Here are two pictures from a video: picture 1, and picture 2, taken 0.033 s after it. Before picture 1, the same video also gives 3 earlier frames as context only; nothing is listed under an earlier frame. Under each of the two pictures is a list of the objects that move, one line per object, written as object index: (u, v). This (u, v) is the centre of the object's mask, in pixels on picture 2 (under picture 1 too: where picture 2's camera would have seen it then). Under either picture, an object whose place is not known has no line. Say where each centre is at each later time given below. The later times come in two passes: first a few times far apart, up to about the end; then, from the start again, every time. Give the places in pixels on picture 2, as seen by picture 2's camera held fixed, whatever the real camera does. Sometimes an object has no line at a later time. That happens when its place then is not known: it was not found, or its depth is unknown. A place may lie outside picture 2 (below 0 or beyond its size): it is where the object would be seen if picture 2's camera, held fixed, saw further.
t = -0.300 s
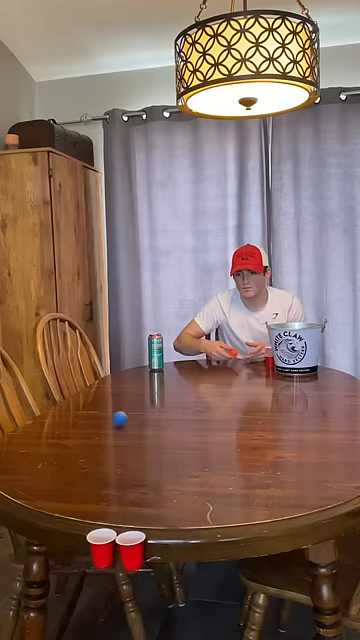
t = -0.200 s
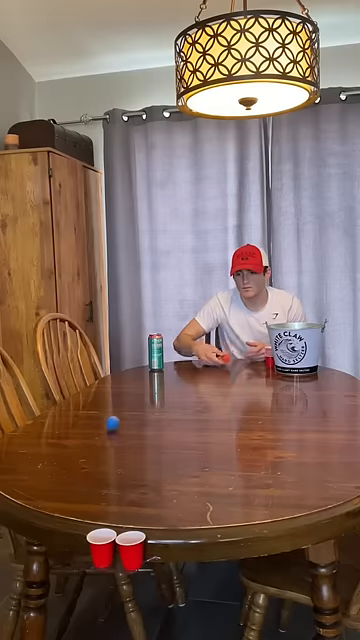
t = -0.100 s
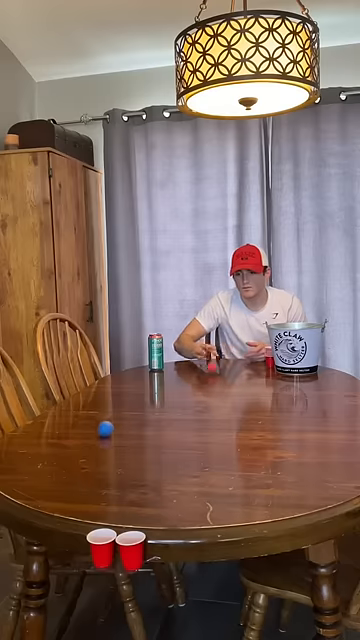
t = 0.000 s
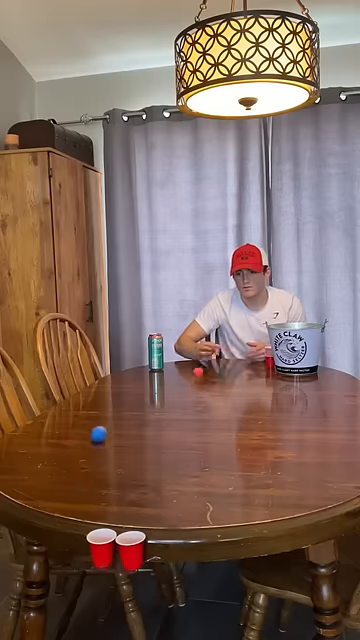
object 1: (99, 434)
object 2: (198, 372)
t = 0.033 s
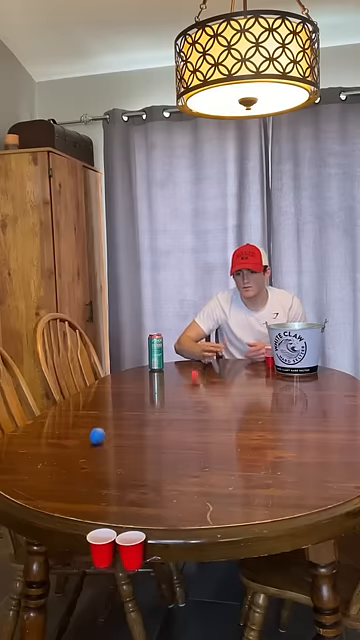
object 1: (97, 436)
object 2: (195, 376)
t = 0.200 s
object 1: (90, 445)
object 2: (171, 384)
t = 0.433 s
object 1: (84, 459)
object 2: (143, 398)
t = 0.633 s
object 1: (86, 471)
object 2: (126, 406)
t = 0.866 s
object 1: (93, 486)
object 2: (107, 413)
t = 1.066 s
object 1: (102, 499)
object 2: (91, 419)
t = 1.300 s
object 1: (118, 517)
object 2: (75, 427)
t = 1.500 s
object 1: (129, 539)
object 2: (64, 434)
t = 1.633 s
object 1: (131, 539)
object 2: (56, 439)
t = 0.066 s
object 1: (96, 438)
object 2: (189, 375)
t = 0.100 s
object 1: (94, 439)
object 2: (184, 378)
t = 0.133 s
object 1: (92, 441)
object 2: (180, 381)
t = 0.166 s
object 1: (91, 443)
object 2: (176, 380)
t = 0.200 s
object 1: (90, 445)
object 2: (171, 384)
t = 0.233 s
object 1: (88, 447)
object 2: (166, 388)
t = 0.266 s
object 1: (87, 448)
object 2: (163, 389)
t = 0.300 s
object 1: (87, 450)
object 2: (158, 392)
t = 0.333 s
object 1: (86, 453)
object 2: (155, 393)
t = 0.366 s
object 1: (85, 455)
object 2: (150, 395)
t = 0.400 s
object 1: (85, 457)
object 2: (147, 395)
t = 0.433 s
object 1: (84, 459)
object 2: (143, 398)
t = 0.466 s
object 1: (84, 461)
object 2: (142, 398)
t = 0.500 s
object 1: (84, 463)
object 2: (138, 401)
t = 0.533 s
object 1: (85, 465)
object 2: (135, 402)
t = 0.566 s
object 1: (85, 467)
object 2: (131, 403)
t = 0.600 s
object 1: (85, 469)
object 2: (129, 404)
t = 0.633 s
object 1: (86, 471)
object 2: (126, 406)
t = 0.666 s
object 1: (86, 473)
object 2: (123, 406)
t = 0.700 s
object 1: (86, 475)
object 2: (120, 408)
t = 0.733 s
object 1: (88, 477)
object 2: (117, 409)
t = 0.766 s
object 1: (89, 480)
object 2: (115, 410)
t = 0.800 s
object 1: (90, 482)
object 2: (112, 411)
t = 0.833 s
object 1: (91, 484)
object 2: (110, 412)
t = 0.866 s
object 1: (93, 486)
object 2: (107, 413)
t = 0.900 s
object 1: (95, 489)
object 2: (104, 414)
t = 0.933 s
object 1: (96, 491)
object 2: (102, 415)
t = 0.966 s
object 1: (97, 493)
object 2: (100, 417)
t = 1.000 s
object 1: (98, 495)
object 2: (96, 417)
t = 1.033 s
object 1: (100, 497)
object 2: (94, 419)
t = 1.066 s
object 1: (102, 499)
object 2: (91, 419)
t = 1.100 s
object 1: (104, 501)
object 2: (89, 420)
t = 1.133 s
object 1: (107, 504)
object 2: (87, 422)
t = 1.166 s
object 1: (109, 506)
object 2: (85, 423)
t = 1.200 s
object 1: (111, 509)
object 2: (82, 424)
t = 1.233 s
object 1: (114, 511)
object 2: (80, 425)
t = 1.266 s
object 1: (116, 514)
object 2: (78, 426)
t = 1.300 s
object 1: (118, 517)
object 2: (75, 427)
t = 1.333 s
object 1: (120, 521)
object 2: (73, 429)
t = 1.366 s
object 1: (123, 521)
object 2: (71, 430)
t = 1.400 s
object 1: (126, 524)
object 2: (69, 431)
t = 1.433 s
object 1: (130, 531)
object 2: (67, 432)
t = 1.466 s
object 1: (132, 537)
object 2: (65, 433)
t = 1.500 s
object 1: (129, 539)
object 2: (64, 434)
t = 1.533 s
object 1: (130, 539)
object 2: (62, 435)
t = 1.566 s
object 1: (131, 539)
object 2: (60, 437)
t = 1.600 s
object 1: (130, 539)
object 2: (58, 438)
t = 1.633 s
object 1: (131, 539)
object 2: (56, 439)
